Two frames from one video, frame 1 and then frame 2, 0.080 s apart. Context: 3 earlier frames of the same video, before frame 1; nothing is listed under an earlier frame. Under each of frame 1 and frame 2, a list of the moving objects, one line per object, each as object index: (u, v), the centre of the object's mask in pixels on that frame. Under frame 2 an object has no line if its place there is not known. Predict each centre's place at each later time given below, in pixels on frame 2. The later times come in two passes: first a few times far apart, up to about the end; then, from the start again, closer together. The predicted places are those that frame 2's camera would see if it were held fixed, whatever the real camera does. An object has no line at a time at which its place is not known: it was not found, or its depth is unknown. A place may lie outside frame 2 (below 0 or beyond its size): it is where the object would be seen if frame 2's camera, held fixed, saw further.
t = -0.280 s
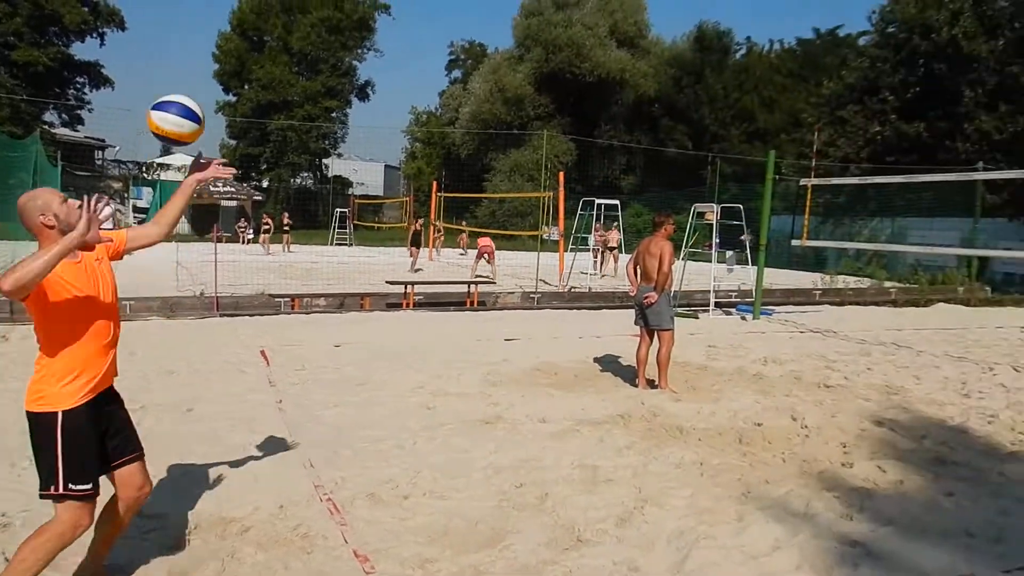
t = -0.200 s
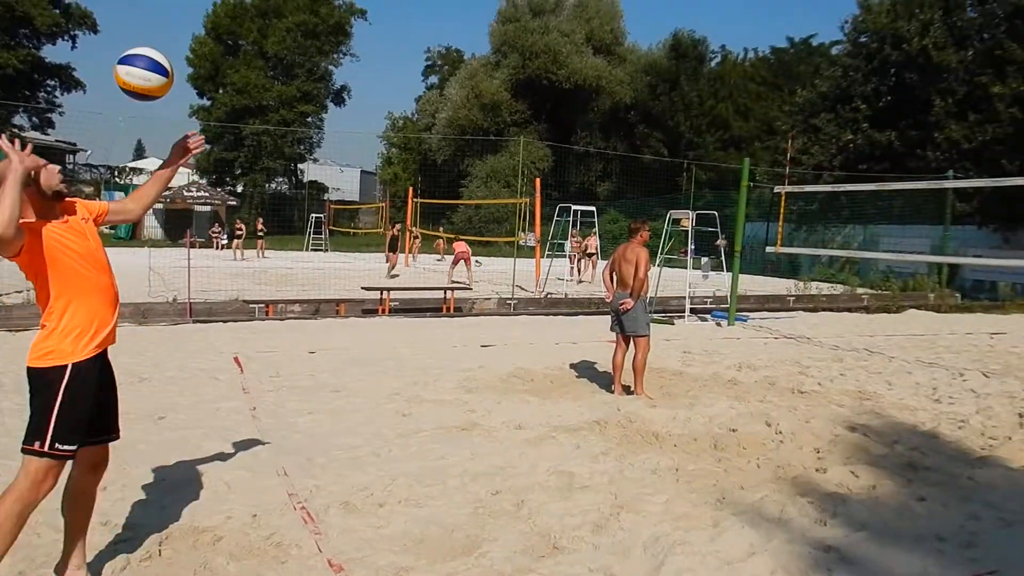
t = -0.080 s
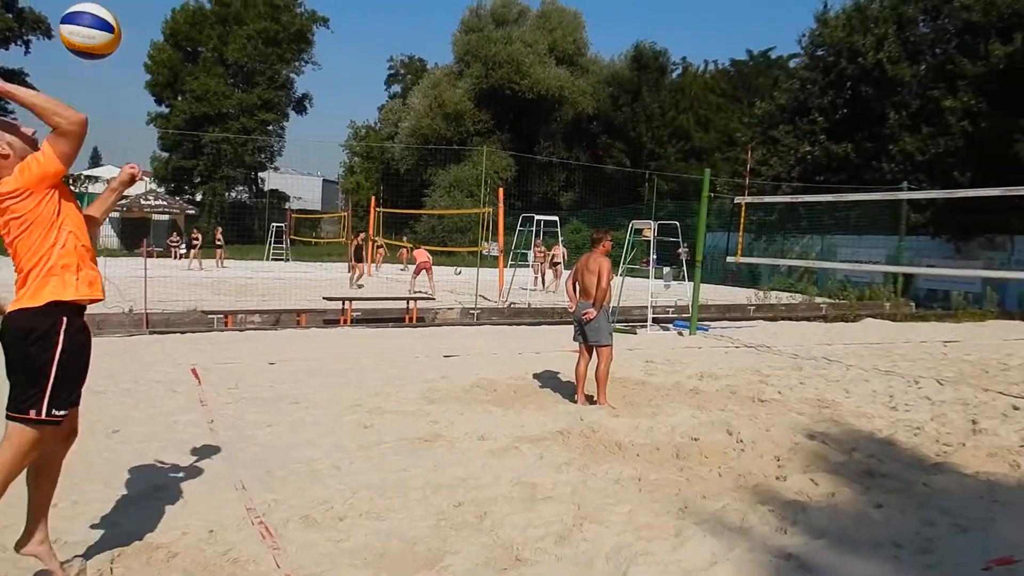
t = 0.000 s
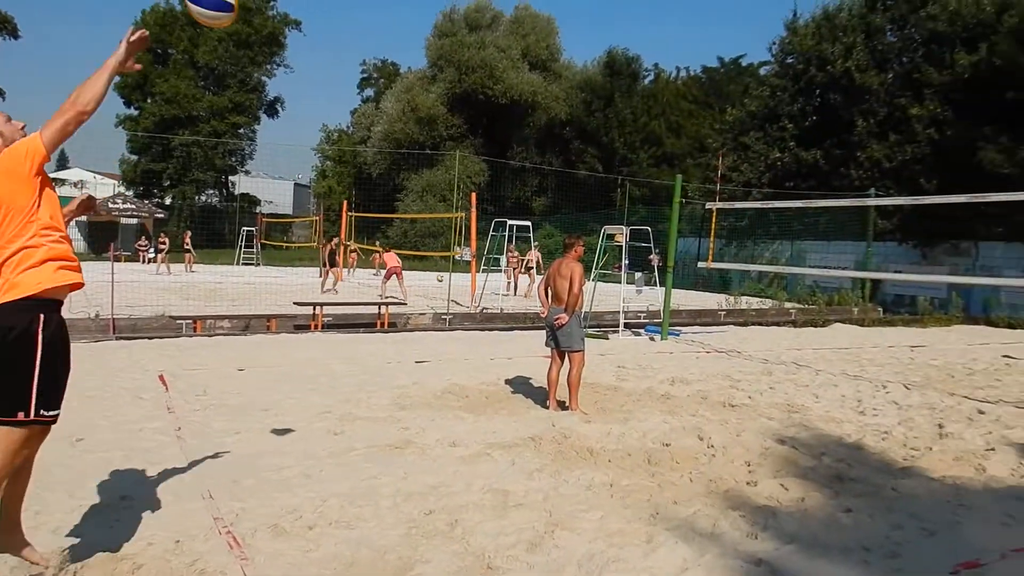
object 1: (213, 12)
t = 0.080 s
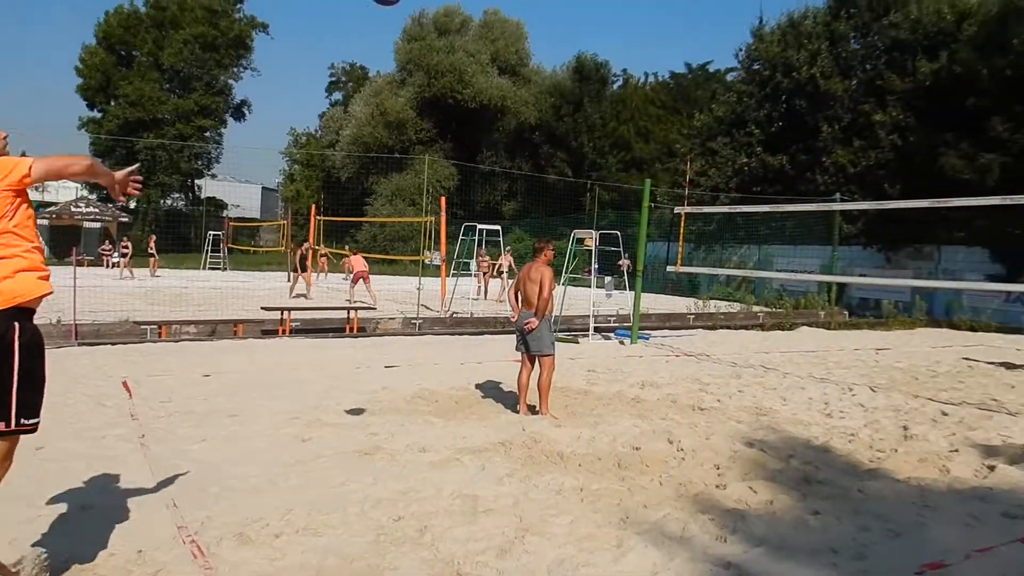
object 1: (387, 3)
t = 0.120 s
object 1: (461, 0)
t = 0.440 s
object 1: (782, 13)
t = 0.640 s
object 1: (877, 55)
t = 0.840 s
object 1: (935, 120)
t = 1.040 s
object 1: (975, 187)
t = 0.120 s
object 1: (461, 0)
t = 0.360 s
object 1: (731, 1)
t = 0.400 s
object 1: (758, 7)
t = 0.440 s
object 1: (782, 13)
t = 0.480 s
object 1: (804, 18)
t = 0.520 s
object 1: (824, 28)
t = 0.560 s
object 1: (843, 37)
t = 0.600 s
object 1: (861, 44)
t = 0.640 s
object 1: (877, 55)
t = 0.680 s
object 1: (891, 67)
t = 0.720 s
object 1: (904, 78)
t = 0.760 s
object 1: (915, 92)
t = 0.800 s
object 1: (926, 106)
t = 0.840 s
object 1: (935, 120)
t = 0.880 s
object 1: (944, 133)
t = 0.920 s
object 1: (953, 146)
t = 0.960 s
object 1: (960, 159)
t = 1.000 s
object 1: (968, 173)
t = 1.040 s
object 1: (975, 187)
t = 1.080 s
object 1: (982, 205)
